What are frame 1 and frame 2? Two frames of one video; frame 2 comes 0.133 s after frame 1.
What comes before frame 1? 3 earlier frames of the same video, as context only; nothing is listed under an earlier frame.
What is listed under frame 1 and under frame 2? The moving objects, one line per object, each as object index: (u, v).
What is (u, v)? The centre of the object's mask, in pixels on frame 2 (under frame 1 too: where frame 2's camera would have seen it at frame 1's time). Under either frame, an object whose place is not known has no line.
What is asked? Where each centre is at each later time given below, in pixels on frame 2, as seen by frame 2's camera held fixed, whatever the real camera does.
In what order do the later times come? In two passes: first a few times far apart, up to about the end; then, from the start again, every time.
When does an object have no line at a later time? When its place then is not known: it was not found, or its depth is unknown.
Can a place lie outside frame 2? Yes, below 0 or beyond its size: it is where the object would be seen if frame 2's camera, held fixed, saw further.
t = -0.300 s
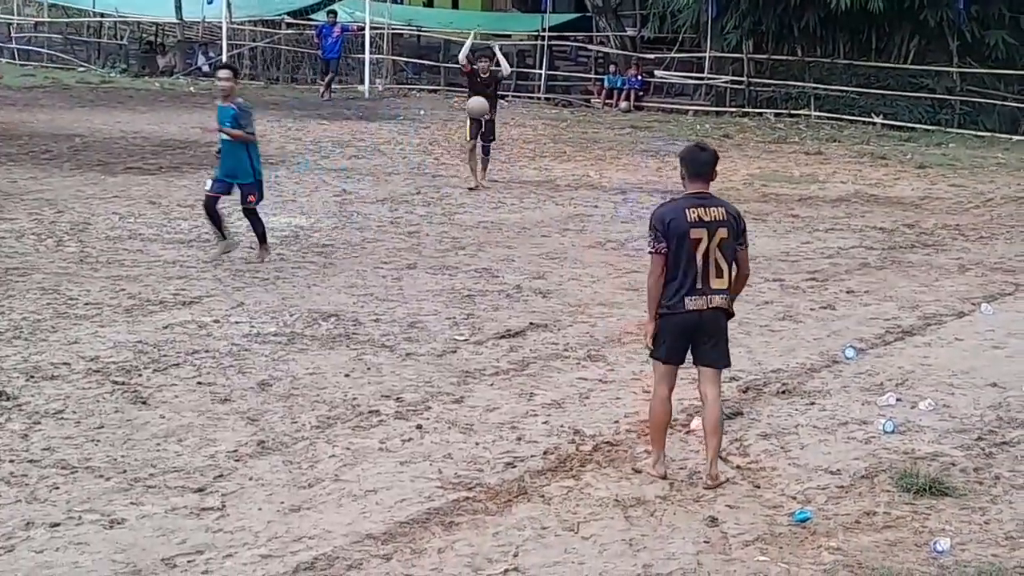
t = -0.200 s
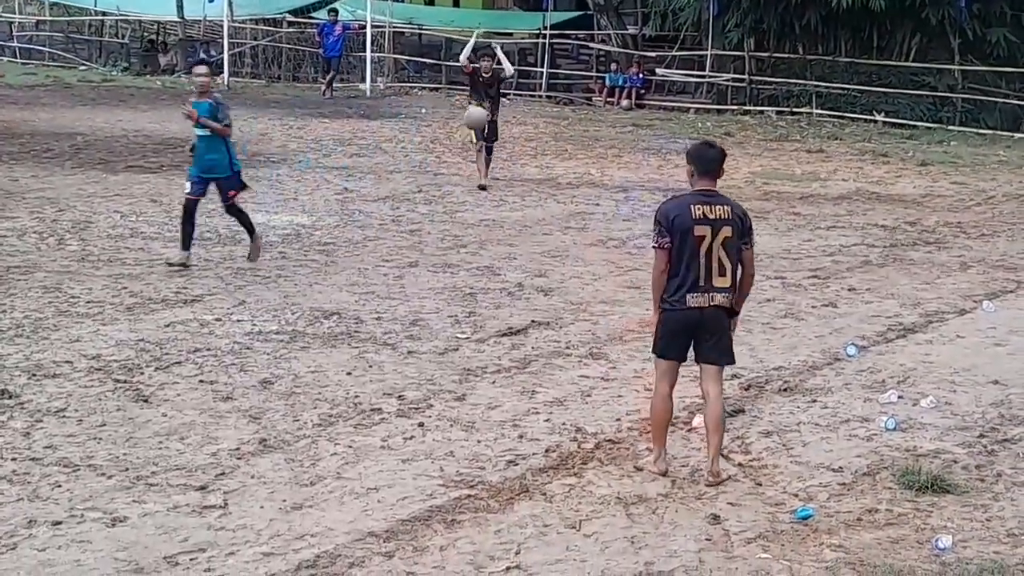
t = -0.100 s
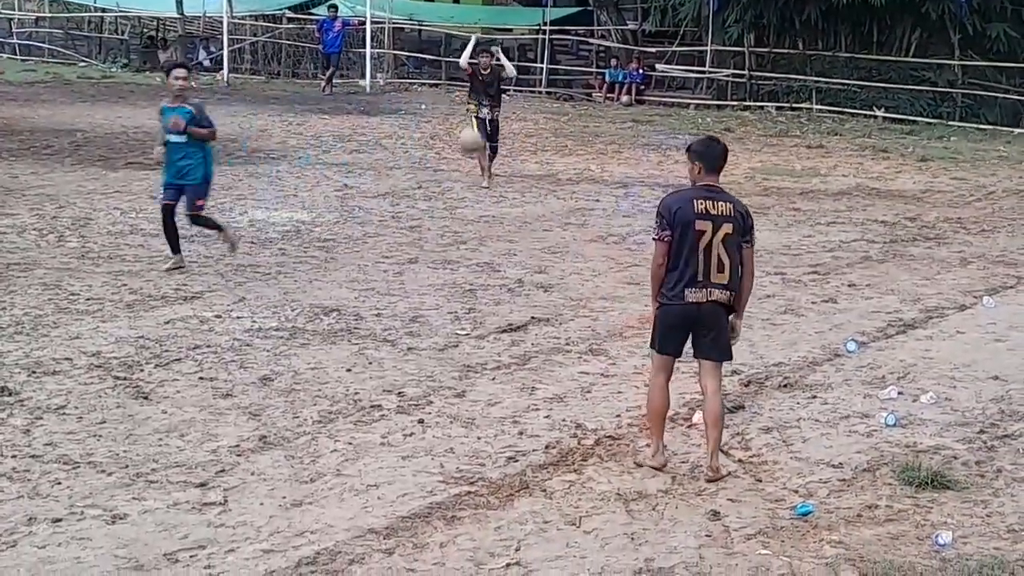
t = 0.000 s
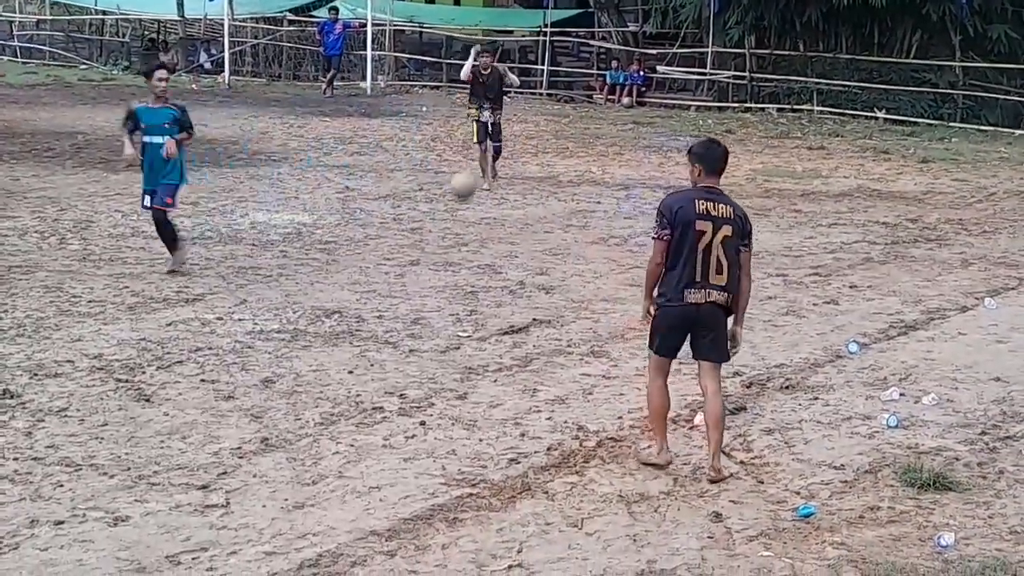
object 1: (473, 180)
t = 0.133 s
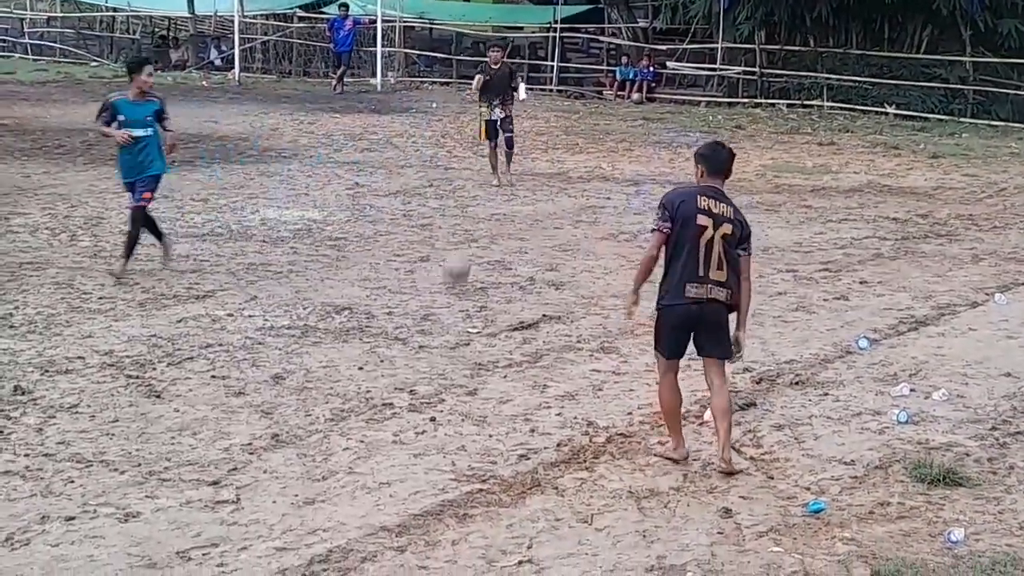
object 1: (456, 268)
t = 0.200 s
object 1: (450, 276)
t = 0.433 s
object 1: (438, 273)
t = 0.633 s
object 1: (427, 340)
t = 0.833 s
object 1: (432, 320)
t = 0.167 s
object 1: (452, 282)
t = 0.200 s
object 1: (450, 276)
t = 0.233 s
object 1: (448, 271)
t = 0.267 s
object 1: (447, 267)
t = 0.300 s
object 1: (446, 265)
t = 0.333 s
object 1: (444, 264)
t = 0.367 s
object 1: (442, 265)
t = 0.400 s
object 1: (441, 268)
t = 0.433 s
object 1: (438, 273)
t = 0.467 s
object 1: (437, 279)
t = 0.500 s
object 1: (434, 287)
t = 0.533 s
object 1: (432, 298)
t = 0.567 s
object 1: (430, 310)
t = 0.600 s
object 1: (430, 324)
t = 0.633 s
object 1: (427, 340)
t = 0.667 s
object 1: (426, 341)
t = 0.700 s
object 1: (428, 334)
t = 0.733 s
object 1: (429, 329)
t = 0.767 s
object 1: (430, 323)
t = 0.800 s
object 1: (432, 320)
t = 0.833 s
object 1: (432, 320)
